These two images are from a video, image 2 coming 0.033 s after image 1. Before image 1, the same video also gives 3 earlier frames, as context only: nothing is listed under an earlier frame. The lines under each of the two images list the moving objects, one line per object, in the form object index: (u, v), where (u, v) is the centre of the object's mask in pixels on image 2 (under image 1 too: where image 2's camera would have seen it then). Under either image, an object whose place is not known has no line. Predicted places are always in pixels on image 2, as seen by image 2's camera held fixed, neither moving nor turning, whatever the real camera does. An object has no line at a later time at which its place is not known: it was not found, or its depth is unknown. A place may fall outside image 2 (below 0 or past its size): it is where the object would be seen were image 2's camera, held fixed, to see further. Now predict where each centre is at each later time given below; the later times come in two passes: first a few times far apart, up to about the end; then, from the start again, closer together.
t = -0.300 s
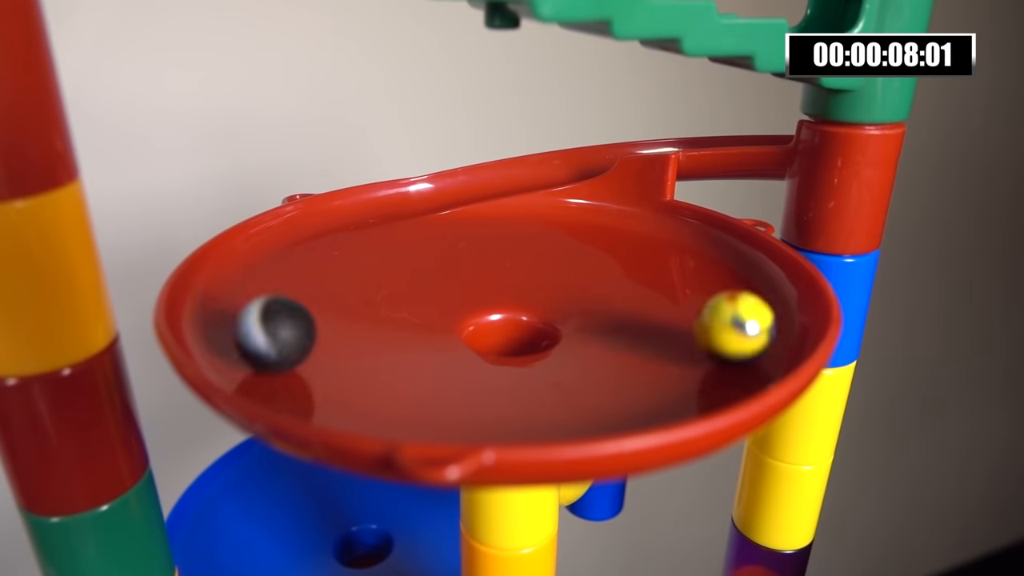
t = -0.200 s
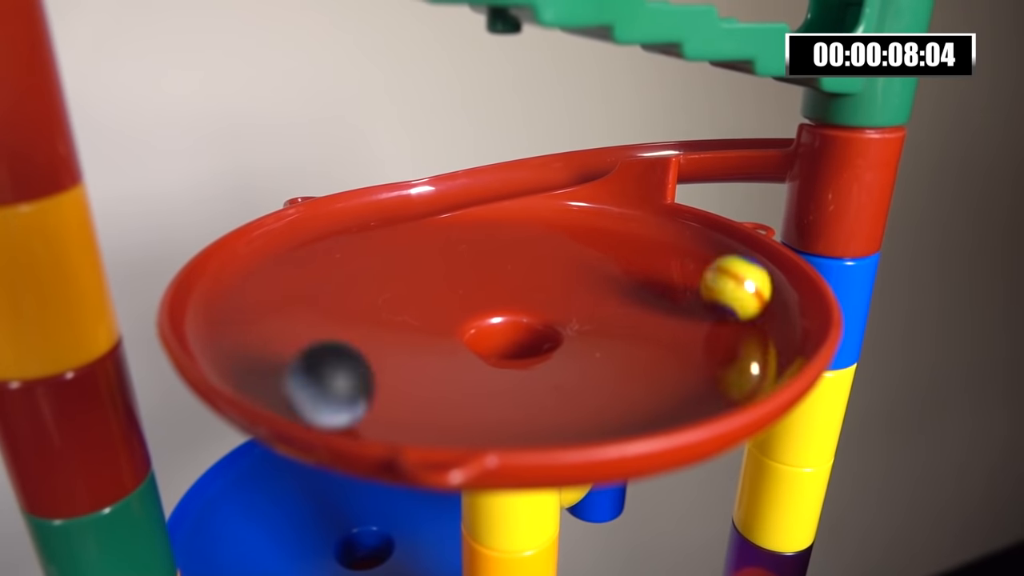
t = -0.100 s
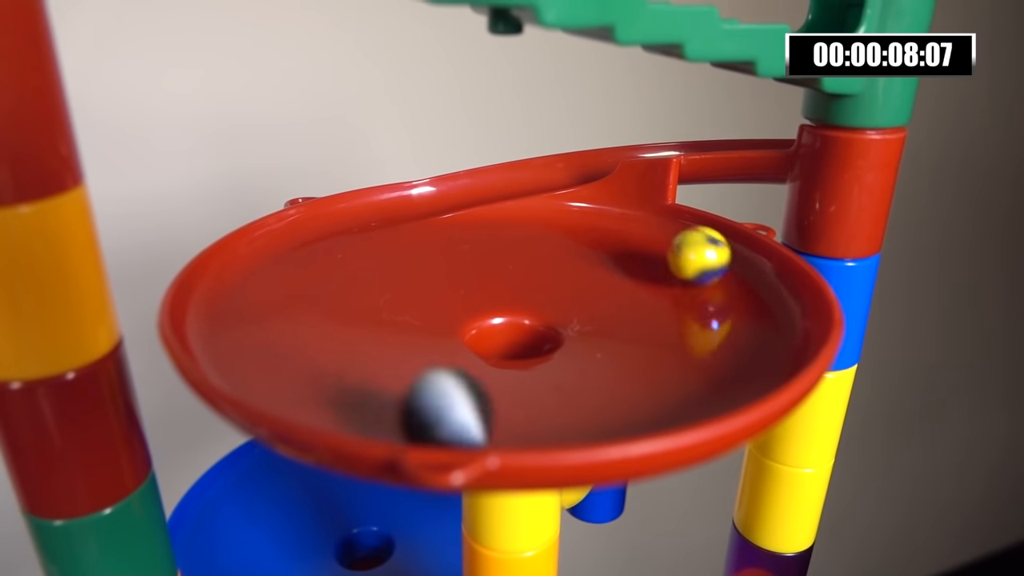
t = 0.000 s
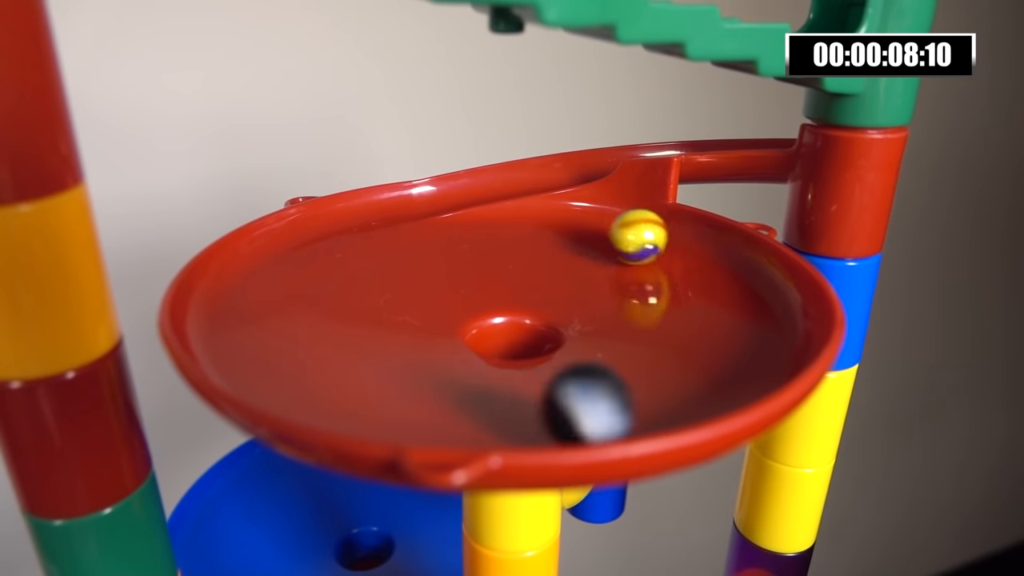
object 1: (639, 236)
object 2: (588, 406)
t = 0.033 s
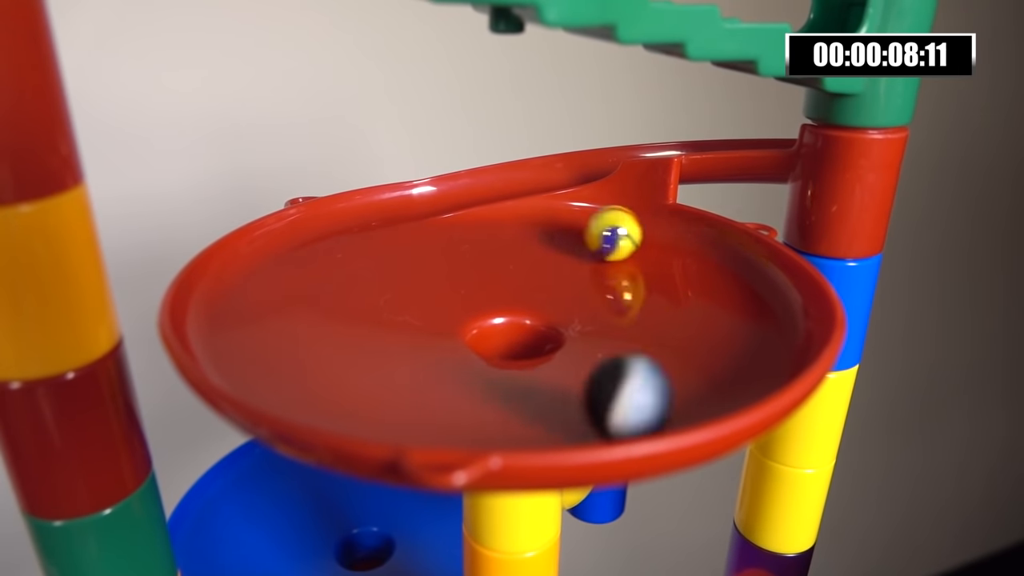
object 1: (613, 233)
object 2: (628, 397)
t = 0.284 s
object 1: (404, 247)
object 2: (727, 285)
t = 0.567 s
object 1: (295, 338)
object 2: (565, 228)
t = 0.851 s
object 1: (551, 402)
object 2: (349, 267)
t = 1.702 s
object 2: (682, 271)
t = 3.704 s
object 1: (654, 269)
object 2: (401, 356)
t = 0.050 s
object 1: (601, 232)
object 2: (647, 392)
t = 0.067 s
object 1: (588, 231)
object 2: (664, 386)
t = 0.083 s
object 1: (576, 229)
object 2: (679, 380)
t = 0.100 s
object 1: (560, 228)
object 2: (692, 370)
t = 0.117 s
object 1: (545, 230)
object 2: (704, 364)
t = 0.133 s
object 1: (532, 231)
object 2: (713, 356)
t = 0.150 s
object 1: (517, 231)
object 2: (719, 349)
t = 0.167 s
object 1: (503, 232)
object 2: (725, 341)
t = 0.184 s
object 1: (490, 232)
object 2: (730, 332)
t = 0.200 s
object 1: (474, 234)
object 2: (733, 324)
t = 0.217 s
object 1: (460, 237)
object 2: (734, 316)
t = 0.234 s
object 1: (446, 239)
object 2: (733, 308)
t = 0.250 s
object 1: (432, 242)
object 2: (732, 300)
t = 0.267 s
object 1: (418, 244)
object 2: (730, 292)
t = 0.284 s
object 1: (404, 247)
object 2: (727, 285)
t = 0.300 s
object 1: (390, 250)
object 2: (722, 279)
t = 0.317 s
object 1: (379, 254)
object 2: (717, 274)
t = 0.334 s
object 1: (368, 258)
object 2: (711, 269)
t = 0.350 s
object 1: (356, 262)
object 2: (705, 263)
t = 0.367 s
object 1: (346, 266)
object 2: (697, 257)
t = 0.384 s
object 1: (336, 269)
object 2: (689, 252)
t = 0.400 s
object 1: (326, 275)
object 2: (680, 249)
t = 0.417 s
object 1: (319, 281)
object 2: (671, 245)
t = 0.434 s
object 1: (311, 287)
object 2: (661, 242)
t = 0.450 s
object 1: (305, 292)
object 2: (650, 239)
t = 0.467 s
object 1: (300, 299)
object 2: (638, 236)
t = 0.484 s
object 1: (296, 304)
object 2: (627, 234)
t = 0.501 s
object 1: (293, 311)
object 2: (615, 232)
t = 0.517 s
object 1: (292, 318)
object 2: (603, 230)
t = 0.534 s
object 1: (291, 325)
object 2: (591, 229)
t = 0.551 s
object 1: (293, 332)
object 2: (578, 229)
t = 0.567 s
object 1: (295, 338)
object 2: (565, 228)
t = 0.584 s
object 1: (300, 344)
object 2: (552, 227)
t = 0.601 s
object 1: (306, 352)
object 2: (539, 228)
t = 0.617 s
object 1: (312, 359)
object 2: (525, 229)
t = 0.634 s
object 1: (321, 365)
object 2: (512, 229)
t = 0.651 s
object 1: (331, 372)
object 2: (498, 230)
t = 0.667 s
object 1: (343, 379)
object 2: (485, 231)
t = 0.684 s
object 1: (357, 384)
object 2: (471, 233)
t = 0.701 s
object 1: (373, 389)
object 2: (457, 236)
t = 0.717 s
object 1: (390, 394)
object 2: (443, 239)
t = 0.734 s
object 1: (408, 398)
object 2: (431, 242)
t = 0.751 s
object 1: (427, 401)
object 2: (418, 244)
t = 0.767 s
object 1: (446, 401)
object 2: (405, 247)
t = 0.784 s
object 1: (467, 402)
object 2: (393, 251)
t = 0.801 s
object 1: (489, 404)
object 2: (381, 255)
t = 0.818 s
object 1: (510, 404)
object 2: (369, 259)
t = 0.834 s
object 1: (531, 403)
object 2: (359, 263)
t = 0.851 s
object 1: (551, 402)
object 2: (349, 267)
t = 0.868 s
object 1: (572, 399)
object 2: (339, 273)
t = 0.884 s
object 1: (592, 395)
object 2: (331, 279)
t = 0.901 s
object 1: (610, 391)
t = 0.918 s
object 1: (627, 386)
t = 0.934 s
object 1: (644, 381)
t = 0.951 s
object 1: (657, 375)
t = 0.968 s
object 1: (669, 369)
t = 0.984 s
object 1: (680, 362)
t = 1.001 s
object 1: (690, 354)
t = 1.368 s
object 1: (599, 241)
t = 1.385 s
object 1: (585, 240)
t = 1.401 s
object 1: (572, 239)
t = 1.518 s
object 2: (705, 342)
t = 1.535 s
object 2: (709, 336)
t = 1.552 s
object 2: (711, 328)
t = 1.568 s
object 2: (712, 321)
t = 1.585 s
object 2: (712, 313)
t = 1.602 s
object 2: (712, 307)
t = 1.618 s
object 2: (709, 301)
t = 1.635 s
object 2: (706, 294)
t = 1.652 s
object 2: (701, 287)
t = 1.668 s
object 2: (695, 281)
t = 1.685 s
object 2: (689, 276)
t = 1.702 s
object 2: (682, 271)
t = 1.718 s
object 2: (674, 266)
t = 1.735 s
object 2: (665, 263)
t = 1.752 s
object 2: (656, 259)
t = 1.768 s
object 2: (647, 255)
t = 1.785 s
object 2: (636, 251)
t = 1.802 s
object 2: (625, 248)
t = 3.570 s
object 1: (685, 302)
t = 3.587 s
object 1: (683, 298)
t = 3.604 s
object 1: (682, 292)
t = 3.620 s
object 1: (680, 288)
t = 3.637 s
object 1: (677, 284)
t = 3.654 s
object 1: (672, 279)
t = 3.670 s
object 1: (667, 275)
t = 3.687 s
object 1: (661, 271)
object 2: (387, 351)
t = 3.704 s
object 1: (654, 269)
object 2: (401, 356)
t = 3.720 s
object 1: (646, 266)
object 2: (416, 359)
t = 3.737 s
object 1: (637, 264)
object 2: (433, 362)
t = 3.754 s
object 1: (627, 262)
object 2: (451, 365)
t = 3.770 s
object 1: (617, 261)
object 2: (470, 368)
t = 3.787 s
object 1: (607, 259)
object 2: (488, 368)
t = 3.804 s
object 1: (596, 258)
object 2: (506, 368)
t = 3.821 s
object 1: (584, 257)
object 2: (524, 366)
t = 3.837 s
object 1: (571, 256)
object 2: (543, 364)
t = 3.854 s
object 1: (558, 257)
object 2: (562, 361)
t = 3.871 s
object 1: (545, 257)
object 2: (579, 359)
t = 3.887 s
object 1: (532, 258)
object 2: (596, 355)
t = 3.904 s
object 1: (518, 259)
